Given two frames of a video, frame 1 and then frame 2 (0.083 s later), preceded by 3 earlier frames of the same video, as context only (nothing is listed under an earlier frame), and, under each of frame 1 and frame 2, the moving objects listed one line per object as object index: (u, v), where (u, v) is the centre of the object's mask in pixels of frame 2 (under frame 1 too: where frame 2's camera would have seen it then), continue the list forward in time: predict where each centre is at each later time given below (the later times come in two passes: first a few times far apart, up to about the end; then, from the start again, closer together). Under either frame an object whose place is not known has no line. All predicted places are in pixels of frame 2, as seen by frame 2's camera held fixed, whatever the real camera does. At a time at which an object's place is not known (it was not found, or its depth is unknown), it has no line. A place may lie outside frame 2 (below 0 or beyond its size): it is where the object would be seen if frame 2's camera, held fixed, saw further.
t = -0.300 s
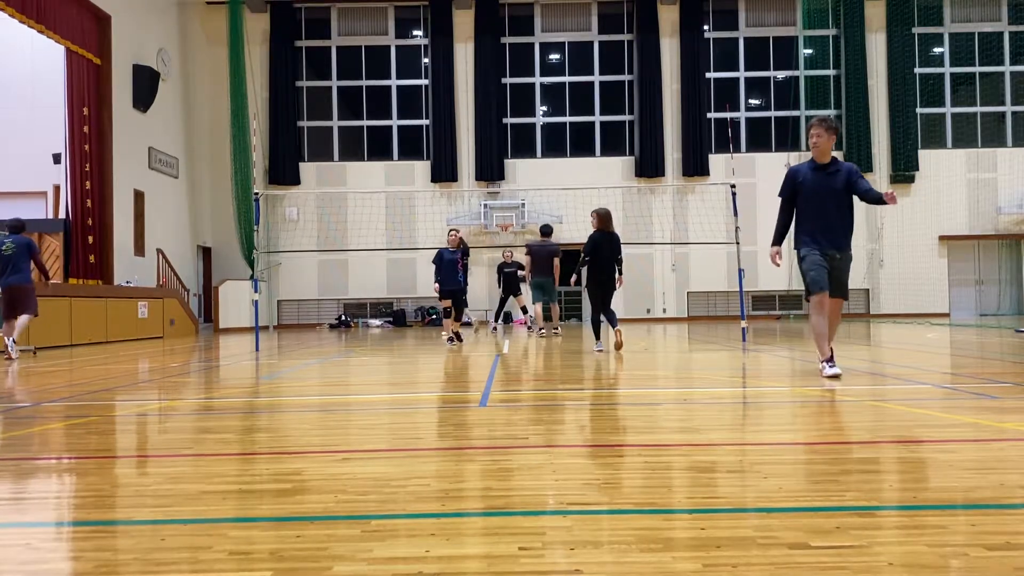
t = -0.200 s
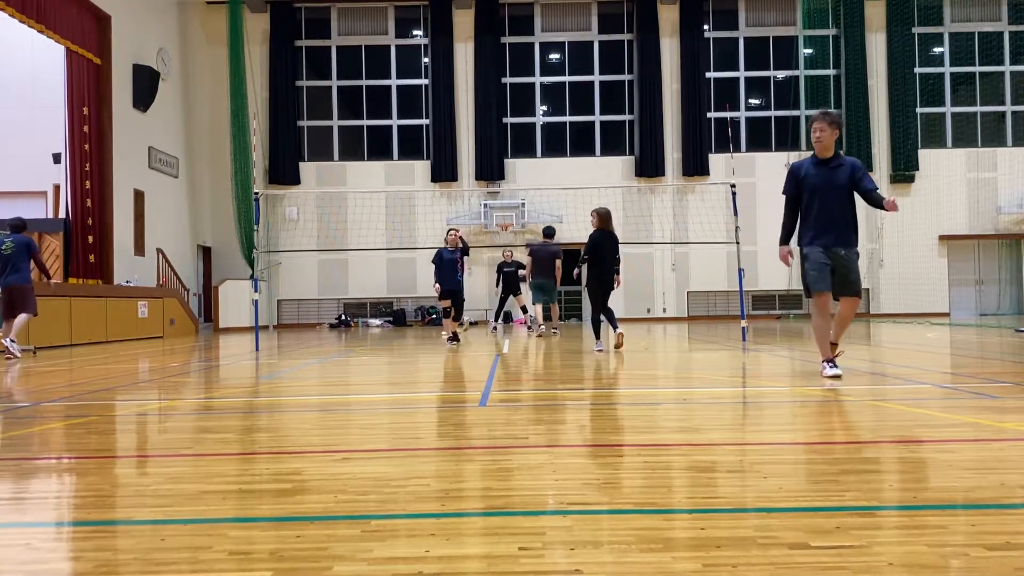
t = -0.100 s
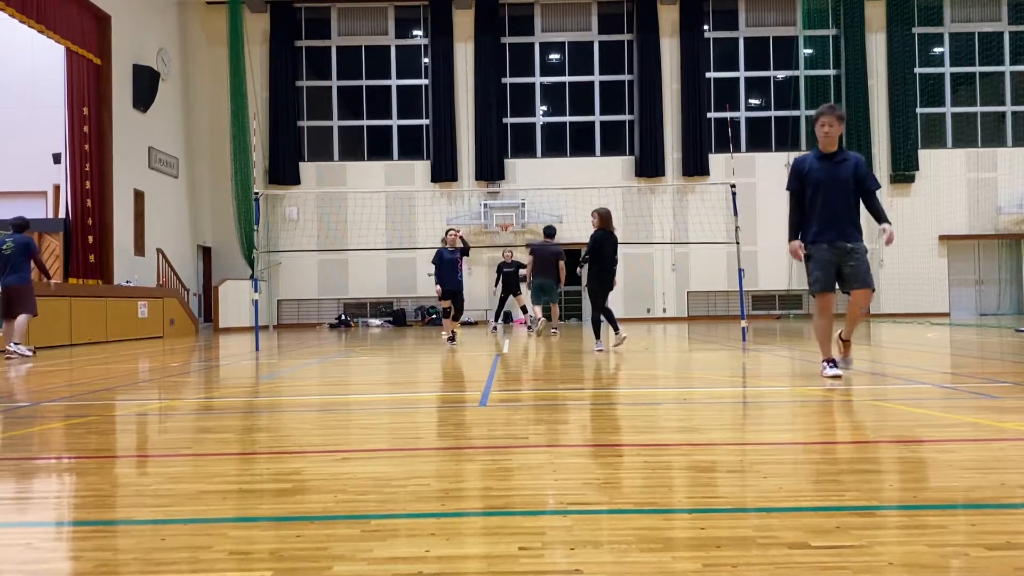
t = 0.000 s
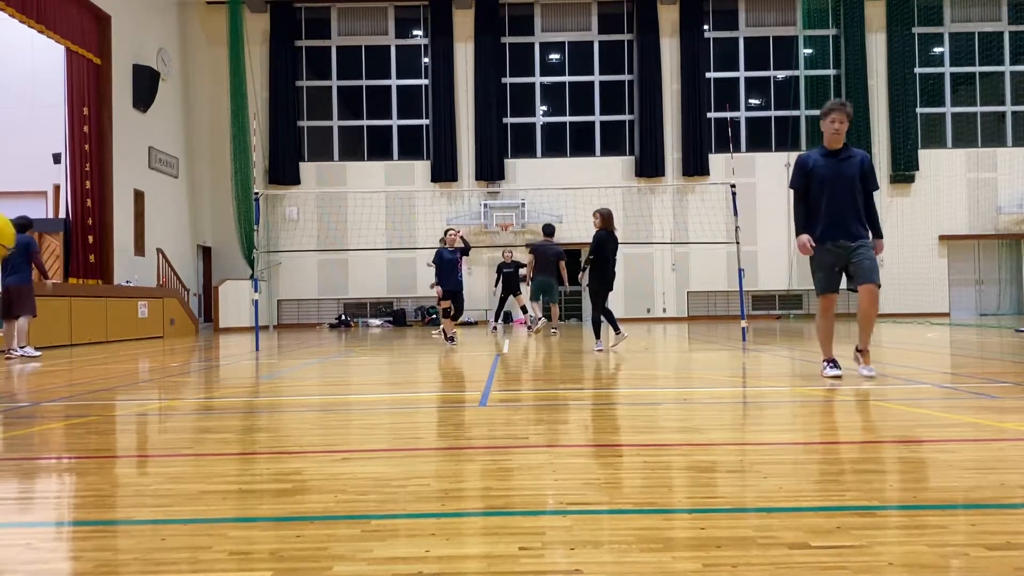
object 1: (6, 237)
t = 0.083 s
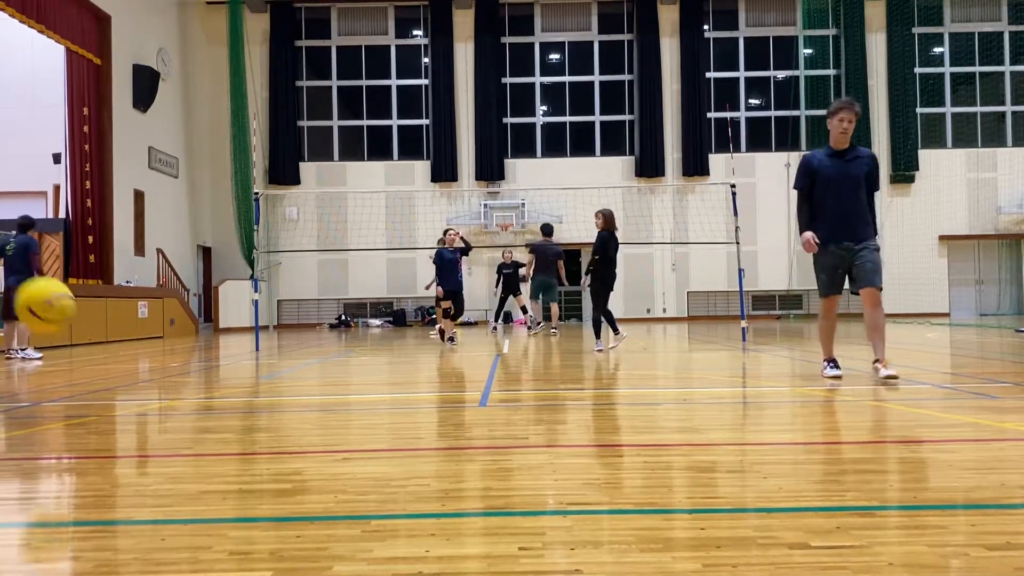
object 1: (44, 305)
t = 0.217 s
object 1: (126, 379)
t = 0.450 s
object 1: (191, 247)
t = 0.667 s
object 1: (255, 224)
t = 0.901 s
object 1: (324, 309)
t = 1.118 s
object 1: (387, 353)
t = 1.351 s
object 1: (453, 292)
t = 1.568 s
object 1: (518, 338)
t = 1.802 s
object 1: (586, 351)
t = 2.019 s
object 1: (648, 336)
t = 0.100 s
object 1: (57, 321)
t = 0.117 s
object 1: (69, 337)
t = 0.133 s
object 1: (81, 353)
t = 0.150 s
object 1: (95, 372)
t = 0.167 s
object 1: (106, 390)
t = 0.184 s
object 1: (115, 404)
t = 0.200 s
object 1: (120, 393)
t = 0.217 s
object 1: (126, 379)
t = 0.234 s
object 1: (130, 365)
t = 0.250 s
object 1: (135, 351)
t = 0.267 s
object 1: (139, 340)
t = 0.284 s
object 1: (144, 329)
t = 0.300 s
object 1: (149, 318)
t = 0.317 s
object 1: (154, 309)
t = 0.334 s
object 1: (159, 299)
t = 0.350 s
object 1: (163, 291)
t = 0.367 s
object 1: (168, 282)
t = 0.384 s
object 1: (172, 274)
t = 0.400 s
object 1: (177, 267)
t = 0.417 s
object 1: (181, 260)
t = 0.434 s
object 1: (187, 253)
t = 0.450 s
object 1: (191, 247)
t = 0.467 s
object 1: (196, 242)
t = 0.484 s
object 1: (200, 237)
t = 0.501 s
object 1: (206, 233)
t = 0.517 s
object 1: (211, 230)
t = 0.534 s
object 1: (216, 227)
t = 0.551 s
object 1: (220, 224)
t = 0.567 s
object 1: (226, 222)
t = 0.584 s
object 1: (230, 221)
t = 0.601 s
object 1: (235, 221)
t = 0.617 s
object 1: (240, 221)
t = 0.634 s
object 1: (245, 221)
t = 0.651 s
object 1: (250, 222)
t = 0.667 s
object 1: (255, 224)
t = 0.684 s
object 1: (260, 226)
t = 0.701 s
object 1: (264, 229)
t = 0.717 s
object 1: (269, 233)
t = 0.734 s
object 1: (274, 236)
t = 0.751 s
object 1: (279, 241)
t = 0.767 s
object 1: (284, 246)
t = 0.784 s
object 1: (290, 252)
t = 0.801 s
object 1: (295, 258)
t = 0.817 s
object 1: (300, 265)
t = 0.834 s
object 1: (304, 273)
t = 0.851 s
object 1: (309, 282)
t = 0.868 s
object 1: (314, 289)
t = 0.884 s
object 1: (319, 298)
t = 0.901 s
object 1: (324, 309)
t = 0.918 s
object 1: (329, 319)
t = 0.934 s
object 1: (334, 330)
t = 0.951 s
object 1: (338, 341)
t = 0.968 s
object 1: (343, 354)
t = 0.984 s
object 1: (348, 366)
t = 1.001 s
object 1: (352, 380)
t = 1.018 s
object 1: (357, 394)
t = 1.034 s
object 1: (362, 402)
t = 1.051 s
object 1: (367, 392)
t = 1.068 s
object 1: (372, 381)
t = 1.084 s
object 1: (377, 371)
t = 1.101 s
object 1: (381, 362)
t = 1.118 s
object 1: (387, 353)
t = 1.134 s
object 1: (391, 345)
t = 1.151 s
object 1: (396, 338)
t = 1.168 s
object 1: (401, 331)
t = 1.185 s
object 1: (406, 324)
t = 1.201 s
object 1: (410, 318)
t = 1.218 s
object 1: (415, 313)
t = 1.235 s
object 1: (420, 309)
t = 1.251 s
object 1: (425, 305)
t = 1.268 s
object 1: (429, 301)
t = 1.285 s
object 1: (434, 299)
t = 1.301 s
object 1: (439, 296)
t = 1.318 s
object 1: (444, 294)
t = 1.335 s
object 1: (448, 293)
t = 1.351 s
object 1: (453, 292)
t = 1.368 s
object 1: (458, 293)
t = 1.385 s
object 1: (463, 293)
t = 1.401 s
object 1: (468, 294)
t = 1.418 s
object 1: (473, 296)
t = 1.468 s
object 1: (488, 305)
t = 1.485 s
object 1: (493, 309)
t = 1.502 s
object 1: (498, 313)
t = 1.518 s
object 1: (503, 318)
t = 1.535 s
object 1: (507, 325)
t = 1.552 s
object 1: (512, 331)
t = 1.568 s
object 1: (518, 338)
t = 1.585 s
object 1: (522, 346)
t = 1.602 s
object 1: (527, 355)
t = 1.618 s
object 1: (532, 363)
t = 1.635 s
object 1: (539, 373)
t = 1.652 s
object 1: (543, 384)
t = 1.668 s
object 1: (549, 395)
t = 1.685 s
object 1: (553, 401)
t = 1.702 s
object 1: (558, 393)
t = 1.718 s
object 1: (562, 384)
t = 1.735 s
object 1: (567, 376)
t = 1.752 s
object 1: (571, 370)
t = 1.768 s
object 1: (576, 362)
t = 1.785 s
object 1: (581, 356)
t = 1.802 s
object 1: (586, 351)
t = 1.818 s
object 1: (590, 346)
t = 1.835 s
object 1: (595, 342)
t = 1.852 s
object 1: (600, 339)
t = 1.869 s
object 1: (604, 336)
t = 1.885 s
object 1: (609, 333)
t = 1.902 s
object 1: (614, 332)
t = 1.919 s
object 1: (619, 330)
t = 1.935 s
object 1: (624, 330)
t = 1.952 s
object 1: (629, 330)
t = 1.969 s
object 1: (634, 330)
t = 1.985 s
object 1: (639, 332)
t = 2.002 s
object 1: (643, 334)
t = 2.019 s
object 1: (648, 336)
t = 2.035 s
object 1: (653, 339)
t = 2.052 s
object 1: (658, 343)
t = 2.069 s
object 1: (663, 348)
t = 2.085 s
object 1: (668, 353)
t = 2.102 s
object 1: (673, 359)
